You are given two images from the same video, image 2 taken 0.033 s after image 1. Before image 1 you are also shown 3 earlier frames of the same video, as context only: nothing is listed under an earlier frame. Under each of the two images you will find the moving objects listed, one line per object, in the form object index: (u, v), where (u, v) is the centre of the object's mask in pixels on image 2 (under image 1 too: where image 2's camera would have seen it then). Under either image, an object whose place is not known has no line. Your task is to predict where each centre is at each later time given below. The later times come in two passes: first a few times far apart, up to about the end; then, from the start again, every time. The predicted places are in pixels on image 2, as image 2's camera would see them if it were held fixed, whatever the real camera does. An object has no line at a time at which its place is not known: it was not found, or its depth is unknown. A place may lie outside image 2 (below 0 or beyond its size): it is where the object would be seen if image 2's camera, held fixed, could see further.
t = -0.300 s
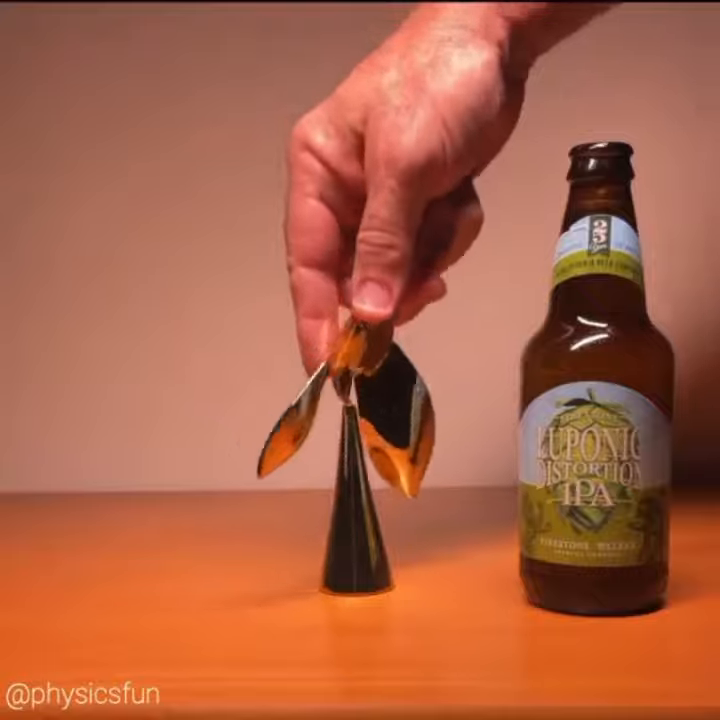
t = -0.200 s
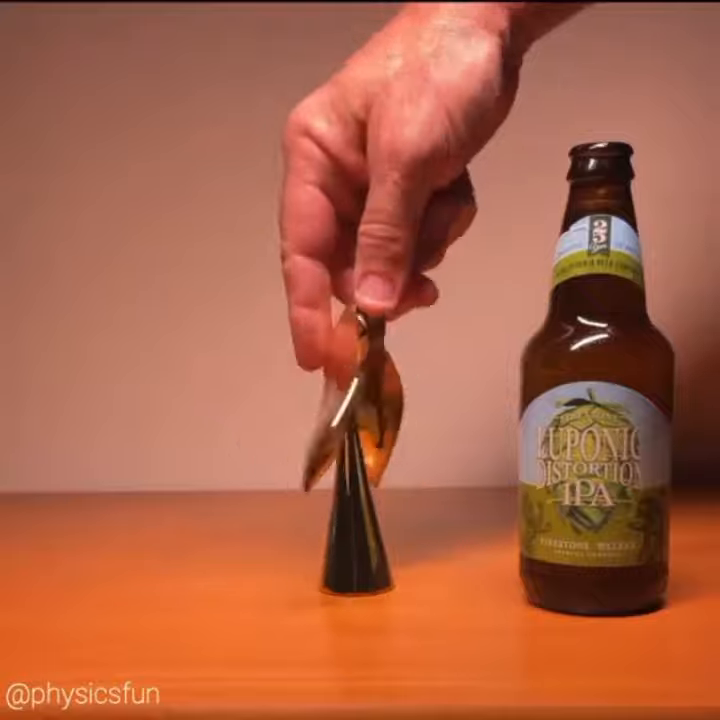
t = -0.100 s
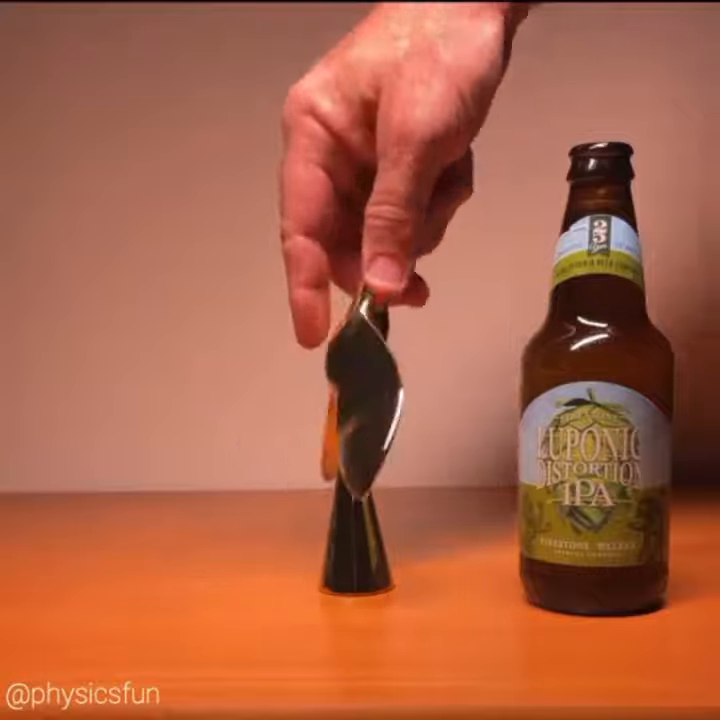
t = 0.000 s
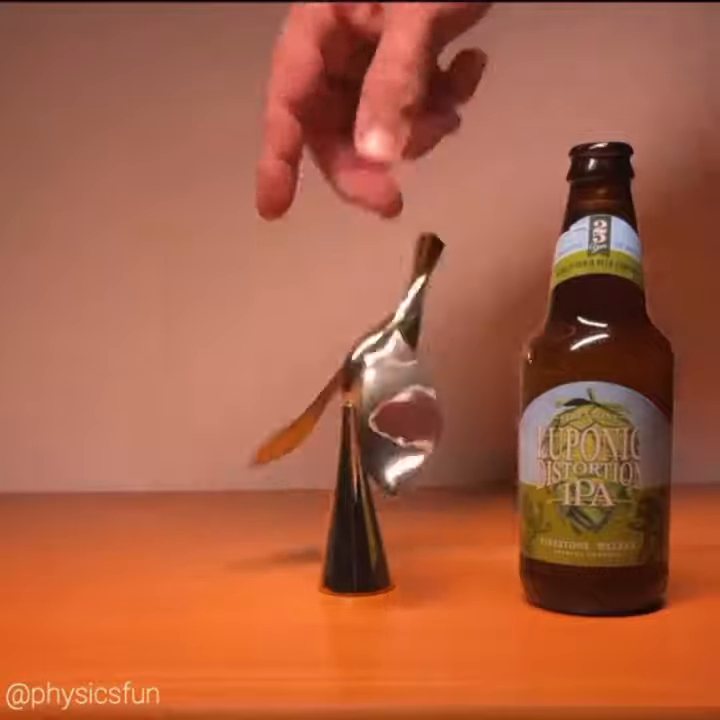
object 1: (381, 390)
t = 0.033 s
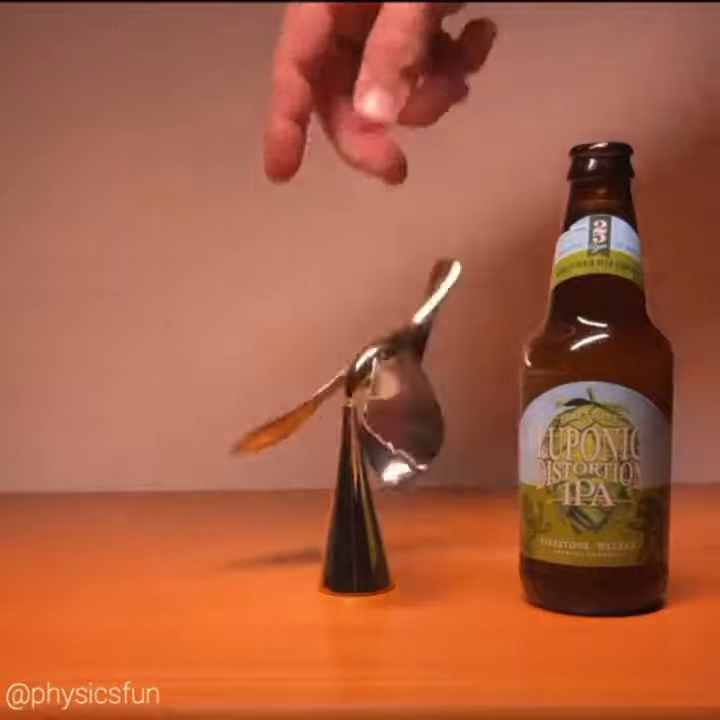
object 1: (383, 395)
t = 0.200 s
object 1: (330, 406)
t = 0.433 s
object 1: (323, 400)
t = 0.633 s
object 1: (314, 407)
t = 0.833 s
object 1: (331, 413)
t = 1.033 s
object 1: (337, 401)
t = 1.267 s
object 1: (373, 377)
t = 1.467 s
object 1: (353, 409)
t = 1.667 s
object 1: (342, 428)
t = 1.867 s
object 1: (368, 375)
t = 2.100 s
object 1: (374, 386)
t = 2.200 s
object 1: (338, 406)
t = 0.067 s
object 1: (379, 400)
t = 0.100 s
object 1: (354, 404)
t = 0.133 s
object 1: (333, 403)
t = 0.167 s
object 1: (326, 404)
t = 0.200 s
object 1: (330, 406)
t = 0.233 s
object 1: (333, 405)
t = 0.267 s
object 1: (340, 408)
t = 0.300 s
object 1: (347, 411)
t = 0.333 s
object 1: (357, 412)
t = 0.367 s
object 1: (361, 409)
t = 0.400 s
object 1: (350, 402)
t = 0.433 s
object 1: (323, 400)
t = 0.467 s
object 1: (315, 399)
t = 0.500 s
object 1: (314, 399)
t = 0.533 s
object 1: (312, 399)
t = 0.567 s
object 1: (313, 402)
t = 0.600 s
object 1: (313, 405)
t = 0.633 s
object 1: (314, 407)
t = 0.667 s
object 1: (316, 408)
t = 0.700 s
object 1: (319, 410)
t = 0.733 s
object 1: (323, 410)
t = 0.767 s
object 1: (326, 410)
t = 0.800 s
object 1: (327, 411)
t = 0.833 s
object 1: (331, 413)
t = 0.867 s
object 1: (336, 413)
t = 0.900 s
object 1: (342, 412)
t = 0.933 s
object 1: (347, 409)
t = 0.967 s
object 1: (347, 408)
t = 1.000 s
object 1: (341, 405)
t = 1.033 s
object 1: (337, 401)
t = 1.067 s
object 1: (332, 394)
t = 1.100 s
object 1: (327, 383)
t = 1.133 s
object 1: (331, 376)
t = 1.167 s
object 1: (346, 372)
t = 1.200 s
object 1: (355, 372)
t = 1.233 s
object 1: (362, 373)
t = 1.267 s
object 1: (373, 377)
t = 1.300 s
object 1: (380, 381)
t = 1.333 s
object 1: (384, 388)
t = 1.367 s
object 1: (382, 393)
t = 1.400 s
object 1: (377, 399)
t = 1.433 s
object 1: (366, 405)
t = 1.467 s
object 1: (353, 409)
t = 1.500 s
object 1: (340, 416)
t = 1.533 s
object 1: (339, 421)
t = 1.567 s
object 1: (339, 424)
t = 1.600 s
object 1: (339, 428)
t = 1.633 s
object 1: (340, 429)
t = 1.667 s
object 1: (342, 428)
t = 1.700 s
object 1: (343, 426)
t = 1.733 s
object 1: (343, 425)
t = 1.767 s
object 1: (349, 415)
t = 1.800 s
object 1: (356, 403)
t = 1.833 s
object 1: (364, 383)
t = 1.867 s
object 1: (368, 375)
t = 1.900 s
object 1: (368, 372)
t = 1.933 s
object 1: (370, 370)
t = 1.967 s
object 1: (372, 370)
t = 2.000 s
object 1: (374, 372)
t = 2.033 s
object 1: (376, 376)
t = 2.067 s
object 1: (375, 379)
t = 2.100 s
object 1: (374, 386)
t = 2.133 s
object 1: (366, 393)
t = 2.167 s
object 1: (357, 399)
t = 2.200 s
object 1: (338, 406)
